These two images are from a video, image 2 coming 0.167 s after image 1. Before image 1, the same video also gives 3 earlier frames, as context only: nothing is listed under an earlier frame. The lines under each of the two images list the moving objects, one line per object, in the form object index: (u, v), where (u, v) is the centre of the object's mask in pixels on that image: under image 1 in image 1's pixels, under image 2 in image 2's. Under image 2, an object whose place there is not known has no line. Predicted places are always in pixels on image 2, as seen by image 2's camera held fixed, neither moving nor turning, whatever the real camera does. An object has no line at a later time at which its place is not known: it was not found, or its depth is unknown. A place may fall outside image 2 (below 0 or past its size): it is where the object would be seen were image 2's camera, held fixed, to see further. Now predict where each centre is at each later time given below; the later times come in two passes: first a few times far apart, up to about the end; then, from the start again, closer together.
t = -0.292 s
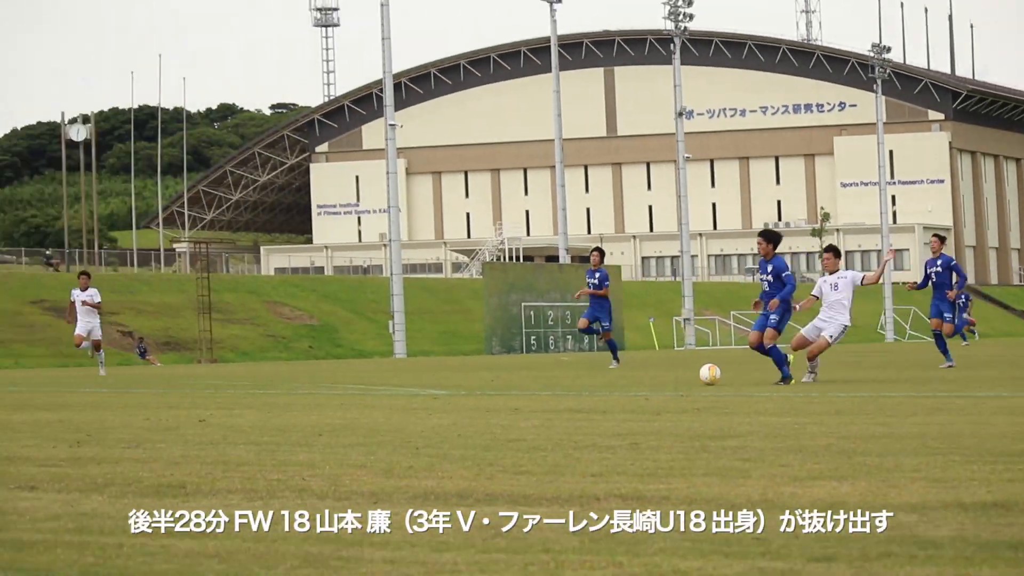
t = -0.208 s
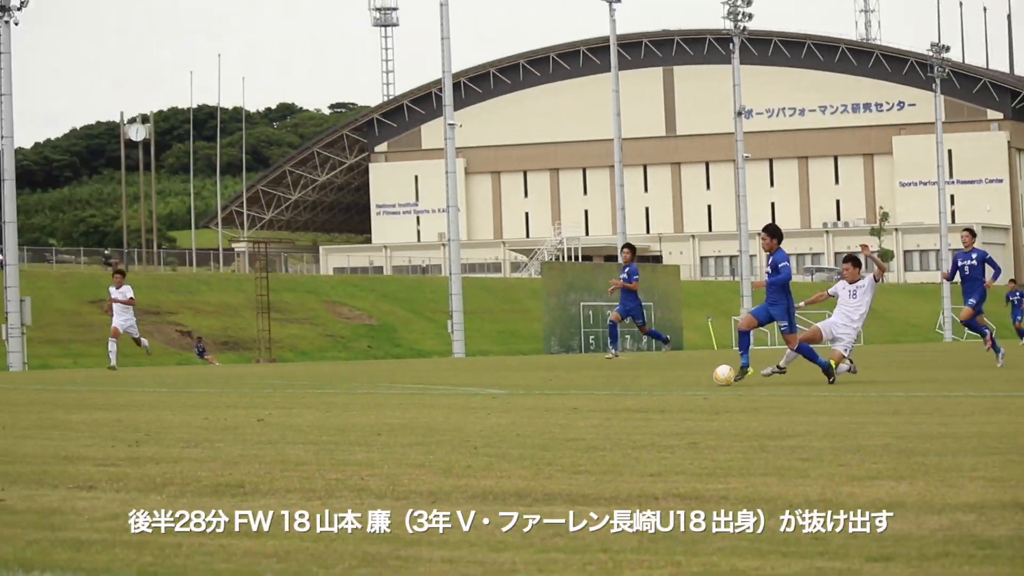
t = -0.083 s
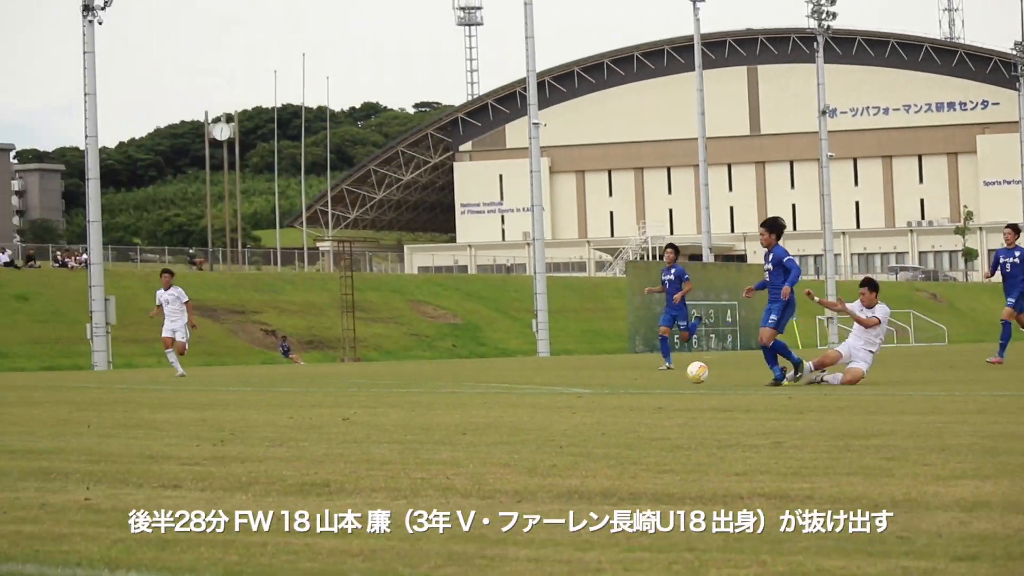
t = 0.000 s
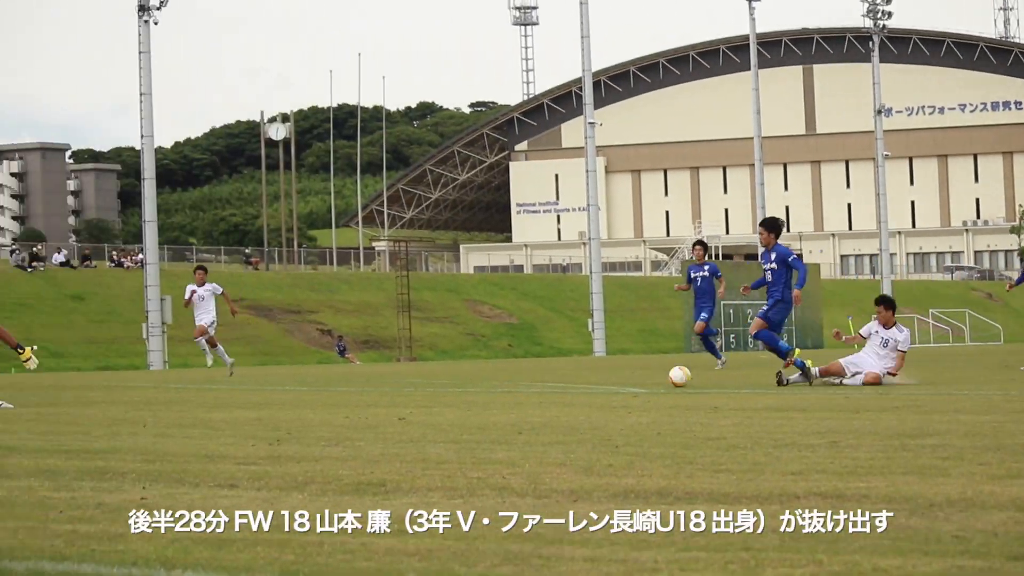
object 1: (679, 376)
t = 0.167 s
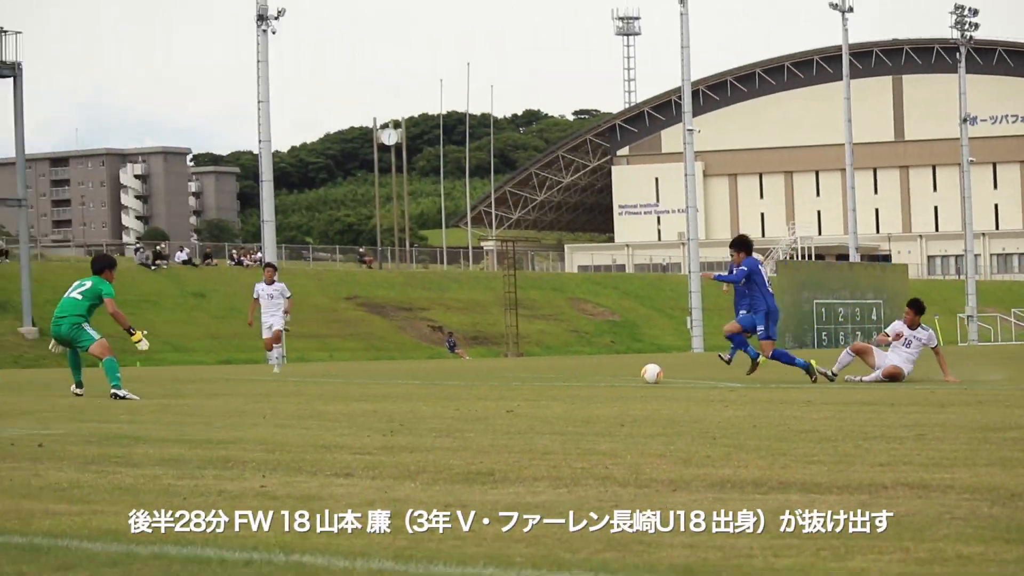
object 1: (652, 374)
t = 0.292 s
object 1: (574, 370)
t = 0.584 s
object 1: (406, 378)
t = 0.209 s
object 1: (625, 372)
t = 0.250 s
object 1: (600, 369)
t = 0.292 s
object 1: (574, 370)
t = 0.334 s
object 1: (549, 371)
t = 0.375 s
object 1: (524, 375)
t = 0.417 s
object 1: (501, 374)
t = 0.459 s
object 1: (477, 372)
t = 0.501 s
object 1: (453, 373)
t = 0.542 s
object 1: (429, 374)
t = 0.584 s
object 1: (406, 378)
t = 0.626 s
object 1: (382, 383)
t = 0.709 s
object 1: (335, 379)
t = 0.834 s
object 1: (264, 385)
